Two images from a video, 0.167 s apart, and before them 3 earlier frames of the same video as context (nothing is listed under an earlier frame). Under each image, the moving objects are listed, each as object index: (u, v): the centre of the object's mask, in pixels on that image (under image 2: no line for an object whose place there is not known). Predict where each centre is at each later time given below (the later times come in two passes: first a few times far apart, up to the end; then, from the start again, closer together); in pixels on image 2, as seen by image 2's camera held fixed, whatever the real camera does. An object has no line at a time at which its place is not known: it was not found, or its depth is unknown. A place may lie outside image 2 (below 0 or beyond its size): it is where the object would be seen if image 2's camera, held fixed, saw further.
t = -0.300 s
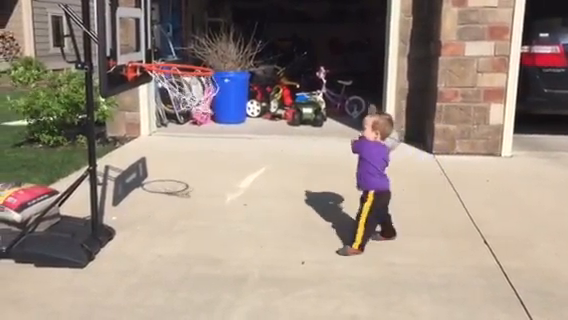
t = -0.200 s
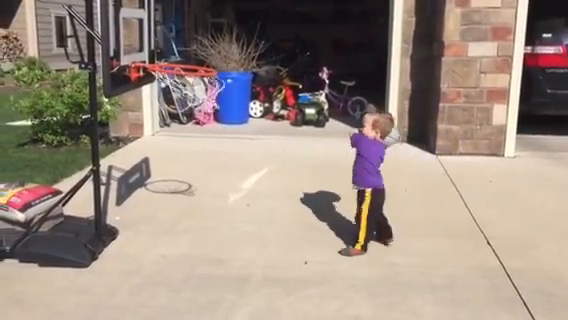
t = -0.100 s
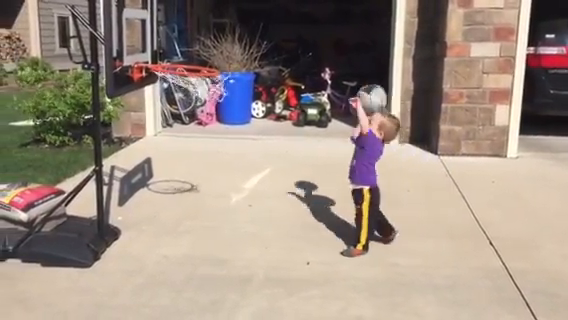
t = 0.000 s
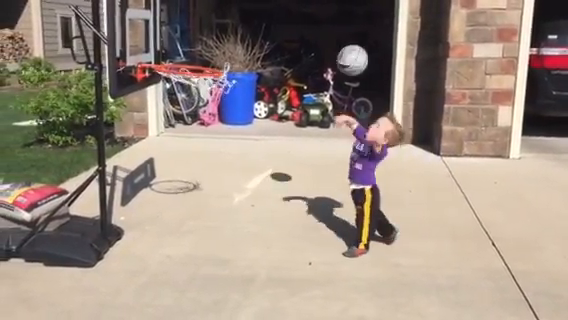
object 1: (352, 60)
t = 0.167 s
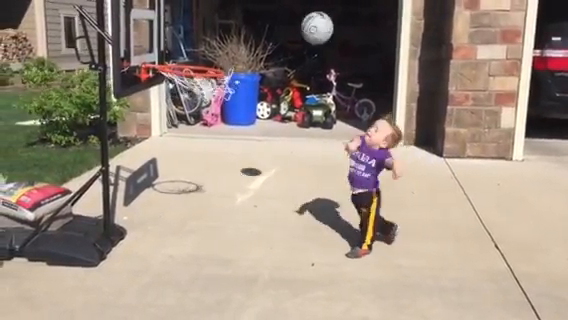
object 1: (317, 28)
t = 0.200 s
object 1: (309, 27)
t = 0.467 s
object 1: (243, 88)
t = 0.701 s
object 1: (189, 238)
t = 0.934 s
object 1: (178, 122)
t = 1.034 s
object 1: (174, 98)
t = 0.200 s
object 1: (309, 27)
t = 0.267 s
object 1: (292, 31)
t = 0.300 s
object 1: (284, 35)
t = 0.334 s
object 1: (275, 42)
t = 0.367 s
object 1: (267, 51)
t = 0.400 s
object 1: (259, 61)
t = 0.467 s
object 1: (243, 88)
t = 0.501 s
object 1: (235, 107)
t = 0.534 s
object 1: (225, 124)
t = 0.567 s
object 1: (217, 144)
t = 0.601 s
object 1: (210, 167)
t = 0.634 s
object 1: (203, 190)
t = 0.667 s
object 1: (196, 216)
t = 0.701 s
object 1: (189, 238)
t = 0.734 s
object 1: (188, 216)
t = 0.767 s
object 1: (186, 196)
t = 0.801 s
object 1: (184, 178)
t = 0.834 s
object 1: (182, 162)
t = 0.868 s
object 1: (180, 147)
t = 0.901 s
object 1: (179, 133)
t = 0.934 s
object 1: (178, 122)
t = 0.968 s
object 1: (175, 114)
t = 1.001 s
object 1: (174, 105)
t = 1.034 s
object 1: (174, 98)
